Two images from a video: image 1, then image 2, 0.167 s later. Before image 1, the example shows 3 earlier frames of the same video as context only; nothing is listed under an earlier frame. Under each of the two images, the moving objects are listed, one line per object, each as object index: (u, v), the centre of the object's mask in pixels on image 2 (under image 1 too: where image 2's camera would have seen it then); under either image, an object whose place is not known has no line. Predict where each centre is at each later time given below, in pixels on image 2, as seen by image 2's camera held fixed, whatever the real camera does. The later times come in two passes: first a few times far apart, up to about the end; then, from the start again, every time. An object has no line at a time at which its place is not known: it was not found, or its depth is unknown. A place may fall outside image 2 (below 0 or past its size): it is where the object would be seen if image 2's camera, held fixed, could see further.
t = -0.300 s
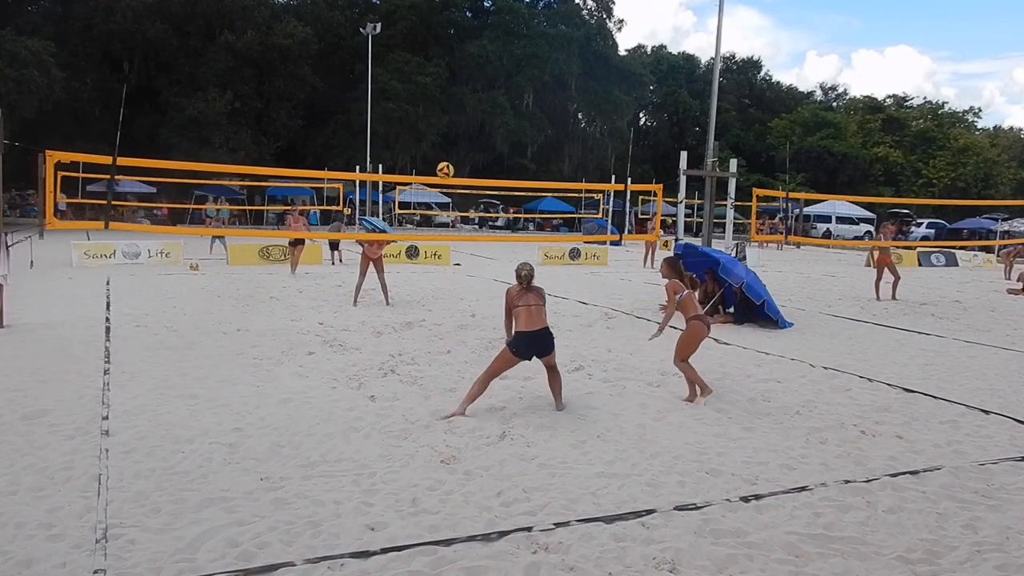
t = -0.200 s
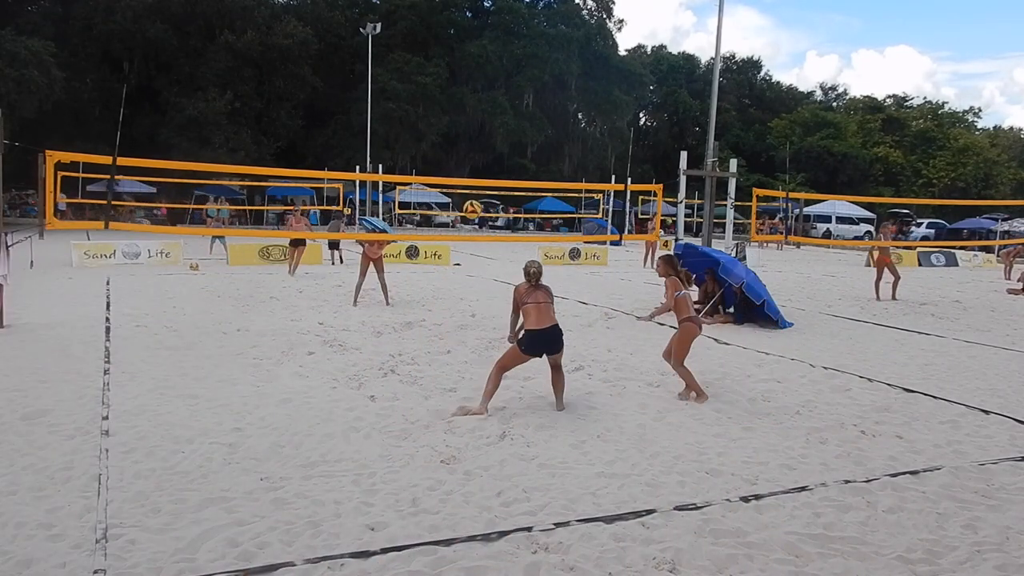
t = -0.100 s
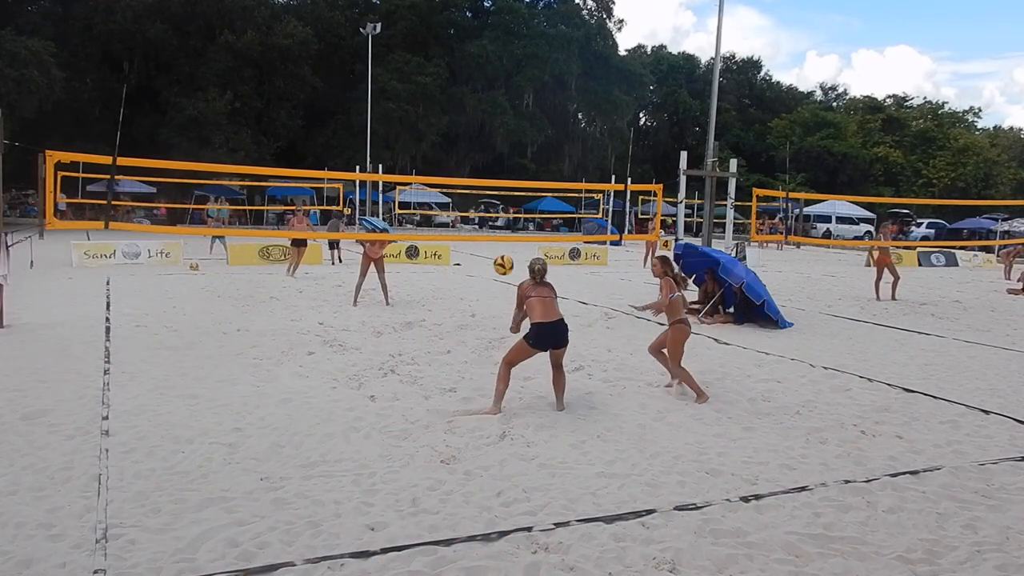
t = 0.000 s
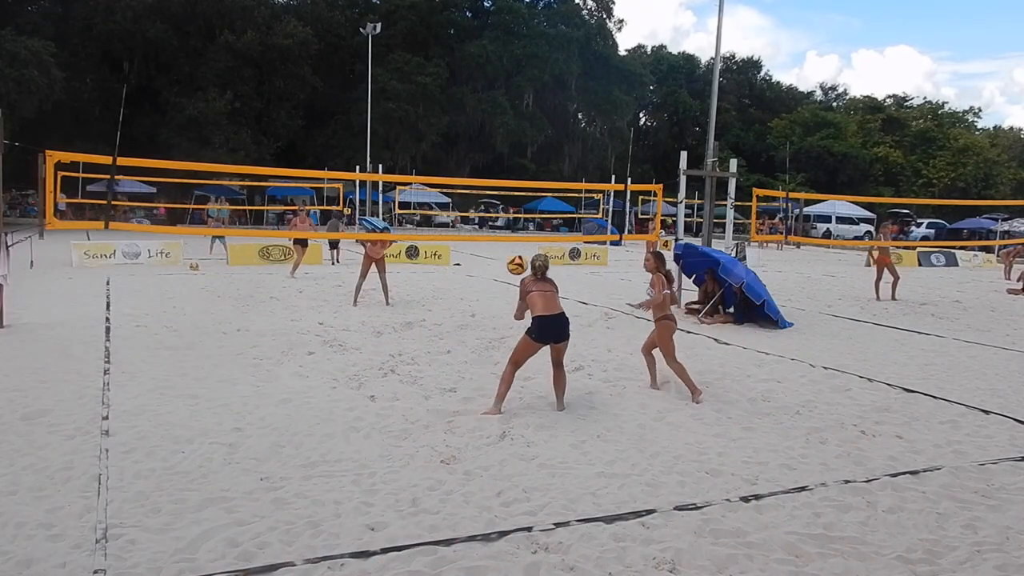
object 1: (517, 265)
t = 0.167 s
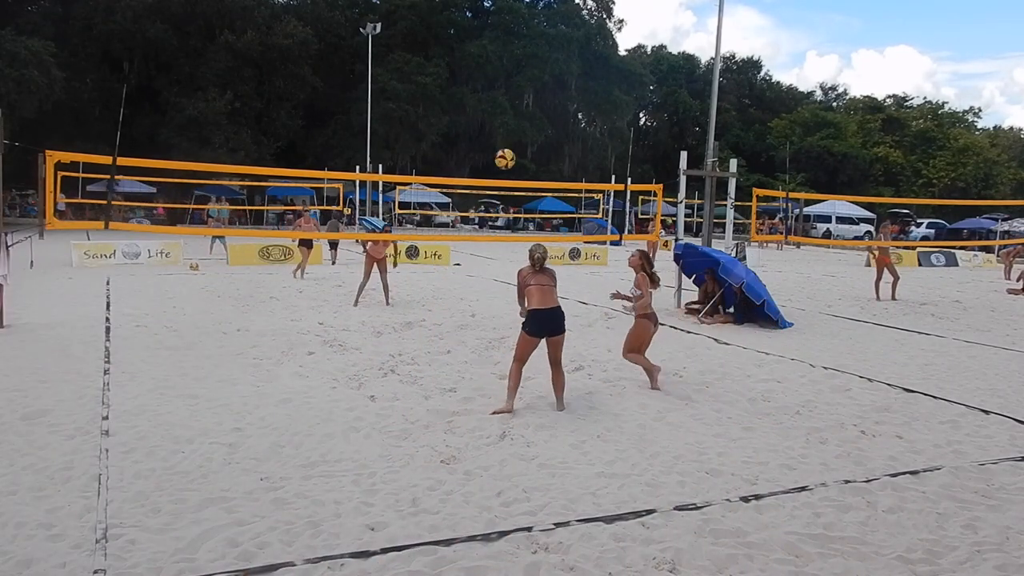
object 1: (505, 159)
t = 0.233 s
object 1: (500, 126)
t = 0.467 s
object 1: (483, 48)
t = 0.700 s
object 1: (466, 21)
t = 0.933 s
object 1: (450, 41)
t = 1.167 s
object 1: (435, 100)
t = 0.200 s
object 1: (502, 142)
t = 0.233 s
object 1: (500, 126)
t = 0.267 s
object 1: (497, 111)
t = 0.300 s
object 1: (495, 98)
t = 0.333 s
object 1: (492, 85)
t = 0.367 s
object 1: (490, 74)
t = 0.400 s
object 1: (488, 64)
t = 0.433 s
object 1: (485, 55)
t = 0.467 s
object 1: (483, 48)
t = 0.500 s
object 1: (480, 41)
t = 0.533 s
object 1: (478, 35)
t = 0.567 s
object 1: (476, 31)
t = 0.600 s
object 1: (473, 27)
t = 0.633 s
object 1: (471, 24)
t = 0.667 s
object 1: (469, 22)
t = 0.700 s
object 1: (466, 21)
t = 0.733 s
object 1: (464, 21)
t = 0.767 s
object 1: (462, 23)
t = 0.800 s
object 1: (459, 25)
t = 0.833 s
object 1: (457, 28)
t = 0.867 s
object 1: (455, 31)
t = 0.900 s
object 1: (452, 36)
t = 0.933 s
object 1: (450, 41)
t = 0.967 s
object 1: (448, 47)
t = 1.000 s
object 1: (446, 54)
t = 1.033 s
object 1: (444, 62)
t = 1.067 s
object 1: (441, 70)
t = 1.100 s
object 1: (439, 80)
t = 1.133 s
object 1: (437, 89)
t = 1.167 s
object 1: (435, 100)
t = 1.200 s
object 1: (433, 111)
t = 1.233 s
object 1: (431, 123)
